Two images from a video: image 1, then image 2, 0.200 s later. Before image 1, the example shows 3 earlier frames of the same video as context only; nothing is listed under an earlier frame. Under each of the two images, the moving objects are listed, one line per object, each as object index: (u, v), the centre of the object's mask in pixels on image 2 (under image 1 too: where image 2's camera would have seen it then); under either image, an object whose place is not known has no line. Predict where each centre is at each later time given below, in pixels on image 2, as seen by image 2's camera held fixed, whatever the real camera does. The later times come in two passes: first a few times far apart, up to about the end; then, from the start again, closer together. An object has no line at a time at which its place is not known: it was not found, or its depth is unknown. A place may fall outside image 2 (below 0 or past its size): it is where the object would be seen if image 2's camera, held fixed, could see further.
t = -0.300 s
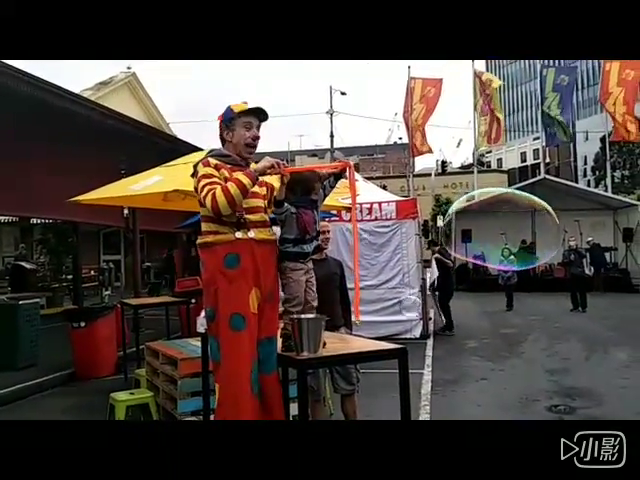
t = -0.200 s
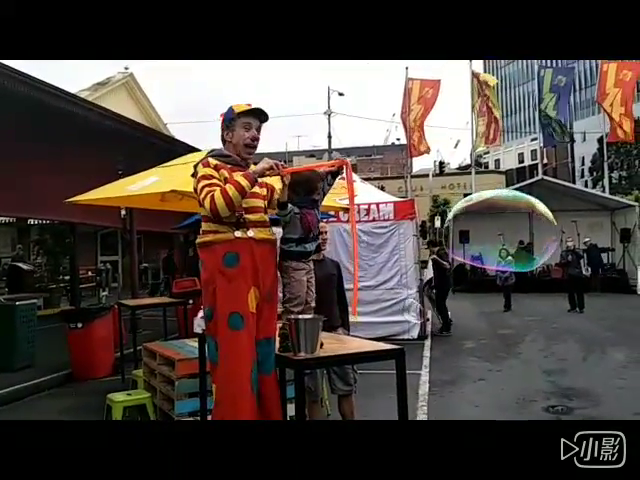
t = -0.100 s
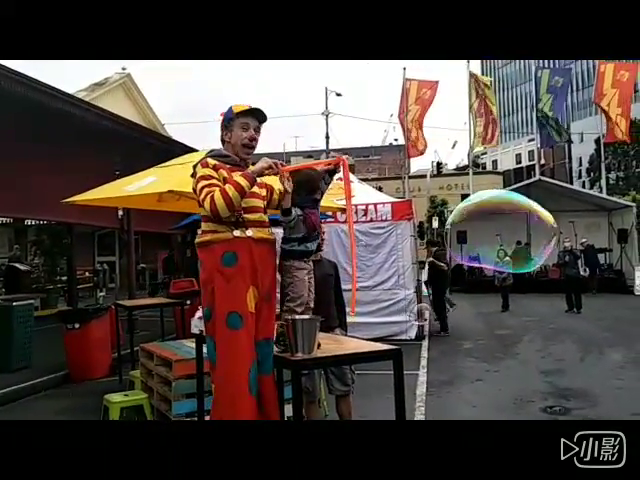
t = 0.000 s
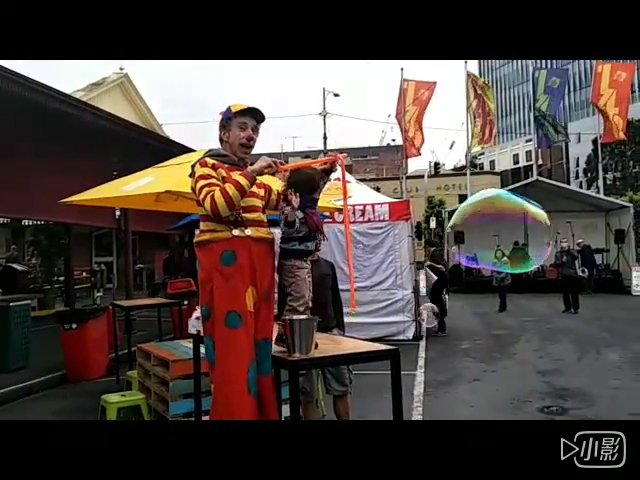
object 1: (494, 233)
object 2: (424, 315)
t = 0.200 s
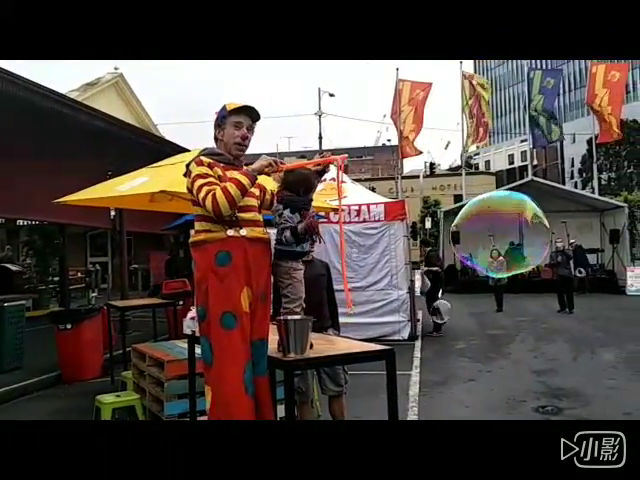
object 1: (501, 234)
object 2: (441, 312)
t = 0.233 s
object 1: (502, 234)
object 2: (443, 311)
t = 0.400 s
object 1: (504, 235)
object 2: (452, 308)
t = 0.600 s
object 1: (508, 238)
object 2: (458, 305)
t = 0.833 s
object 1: (513, 239)
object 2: (460, 306)
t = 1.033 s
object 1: (518, 239)
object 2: (461, 312)
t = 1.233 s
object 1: (521, 239)
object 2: (472, 328)
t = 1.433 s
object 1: (523, 239)
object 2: (497, 342)
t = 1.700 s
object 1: (525, 239)
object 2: (547, 352)
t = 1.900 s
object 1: (527, 238)
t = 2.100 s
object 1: (528, 239)
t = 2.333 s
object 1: (528, 240)
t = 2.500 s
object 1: (526, 239)
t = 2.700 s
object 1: (529, 238)
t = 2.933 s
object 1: (532, 238)
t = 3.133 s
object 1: (535, 238)
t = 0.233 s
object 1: (502, 234)
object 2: (443, 311)
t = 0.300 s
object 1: (503, 234)
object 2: (448, 310)
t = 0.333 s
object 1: (504, 234)
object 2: (449, 309)
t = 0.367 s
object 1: (504, 234)
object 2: (451, 308)
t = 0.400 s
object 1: (504, 235)
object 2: (452, 308)
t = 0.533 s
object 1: (507, 236)
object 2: (457, 306)
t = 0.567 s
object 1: (507, 237)
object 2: (458, 306)
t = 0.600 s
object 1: (508, 238)
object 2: (458, 305)
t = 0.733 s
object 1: (510, 239)
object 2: (460, 305)
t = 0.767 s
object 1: (511, 239)
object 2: (460, 304)
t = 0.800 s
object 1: (512, 239)
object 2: (460, 305)
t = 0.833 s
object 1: (513, 239)
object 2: (460, 306)
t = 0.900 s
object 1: (515, 239)
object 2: (460, 307)
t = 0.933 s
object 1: (515, 239)
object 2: (460, 308)
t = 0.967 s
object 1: (516, 239)
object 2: (460, 309)
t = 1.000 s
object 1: (517, 239)
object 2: (461, 311)
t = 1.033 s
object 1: (518, 239)
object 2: (461, 312)
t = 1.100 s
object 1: (519, 239)
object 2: (463, 317)
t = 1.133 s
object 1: (520, 239)
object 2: (465, 320)
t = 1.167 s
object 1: (520, 239)
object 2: (466, 322)
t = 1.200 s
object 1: (520, 239)
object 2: (469, 325)
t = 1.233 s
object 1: (521, 239)
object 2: (472, 328)
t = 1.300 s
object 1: (522, 239)
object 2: (479, 333)
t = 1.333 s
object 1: (522, 239)
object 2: (483, 336)
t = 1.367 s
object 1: (522, 239)
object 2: (487, 338)
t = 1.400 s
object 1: (523, 239)
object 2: (492, 340)
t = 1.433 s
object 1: (523, 239)
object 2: (497, 342)
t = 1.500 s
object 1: (523, 239)
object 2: (507, 346)
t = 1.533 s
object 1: (524, 239)
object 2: (514, 347)
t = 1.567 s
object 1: (524, 239)
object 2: (520, 349)
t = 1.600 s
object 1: (524, 239)
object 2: (527, 350)
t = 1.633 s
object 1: (525, 239)
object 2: (533, 351)
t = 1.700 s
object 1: (525, 239)
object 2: (547, 352)
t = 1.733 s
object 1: (526, 239)
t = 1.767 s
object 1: (526, 239)
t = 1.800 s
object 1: (527, 239)
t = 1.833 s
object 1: (527, 239)
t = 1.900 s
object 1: (527, 238)
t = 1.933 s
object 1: (527, 239)
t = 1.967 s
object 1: (528, 239)
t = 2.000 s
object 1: (527, 238)
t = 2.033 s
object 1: (528, 239)
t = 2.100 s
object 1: (528, 239)
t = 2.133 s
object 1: (528, 239)
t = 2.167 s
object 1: (526, 239)
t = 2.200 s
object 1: (528, 239)
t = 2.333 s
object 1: (528, 240)
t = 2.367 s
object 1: (527, 240)
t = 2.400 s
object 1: (528, 239)
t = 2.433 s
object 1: (528, 239)
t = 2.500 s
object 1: (526, 239)
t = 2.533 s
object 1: (526, 238)
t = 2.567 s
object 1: (526, 239)
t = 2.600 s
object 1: (527, 239)
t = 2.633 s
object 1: (528, 239)
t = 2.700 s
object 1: (529, 238)
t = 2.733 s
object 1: (529, 238)
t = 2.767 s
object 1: (529, 239)
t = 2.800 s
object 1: (529, 239)
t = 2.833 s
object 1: (530, 239)
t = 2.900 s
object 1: (531, 238)
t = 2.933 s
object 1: (532, 238)
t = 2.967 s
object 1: (532, 238)
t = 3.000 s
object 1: (533, 238)
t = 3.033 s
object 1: (533, 238)
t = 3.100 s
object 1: (534, 238)
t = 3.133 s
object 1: (535, 238)
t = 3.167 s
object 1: (536, 238)
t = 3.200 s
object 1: (536, 238)
